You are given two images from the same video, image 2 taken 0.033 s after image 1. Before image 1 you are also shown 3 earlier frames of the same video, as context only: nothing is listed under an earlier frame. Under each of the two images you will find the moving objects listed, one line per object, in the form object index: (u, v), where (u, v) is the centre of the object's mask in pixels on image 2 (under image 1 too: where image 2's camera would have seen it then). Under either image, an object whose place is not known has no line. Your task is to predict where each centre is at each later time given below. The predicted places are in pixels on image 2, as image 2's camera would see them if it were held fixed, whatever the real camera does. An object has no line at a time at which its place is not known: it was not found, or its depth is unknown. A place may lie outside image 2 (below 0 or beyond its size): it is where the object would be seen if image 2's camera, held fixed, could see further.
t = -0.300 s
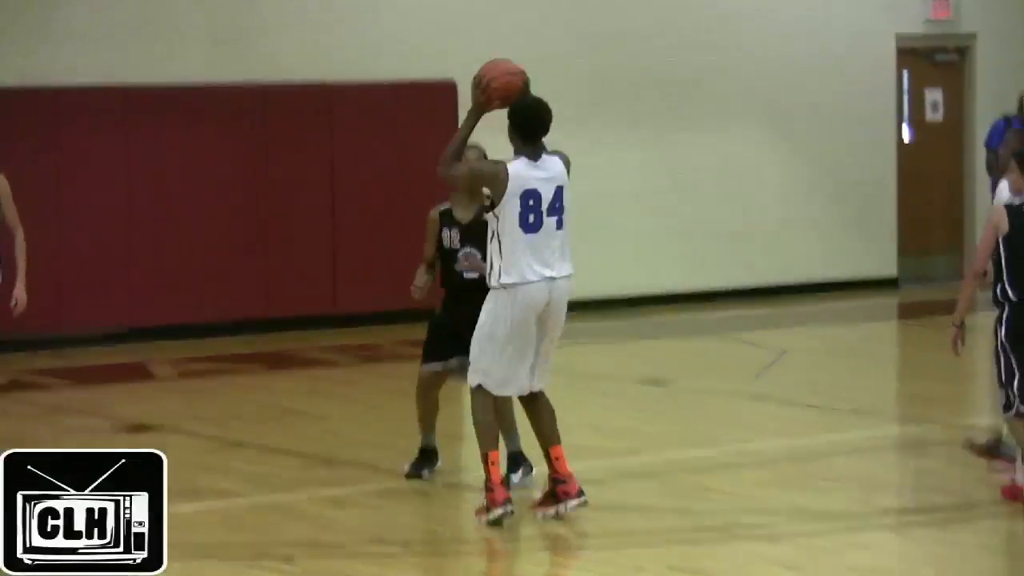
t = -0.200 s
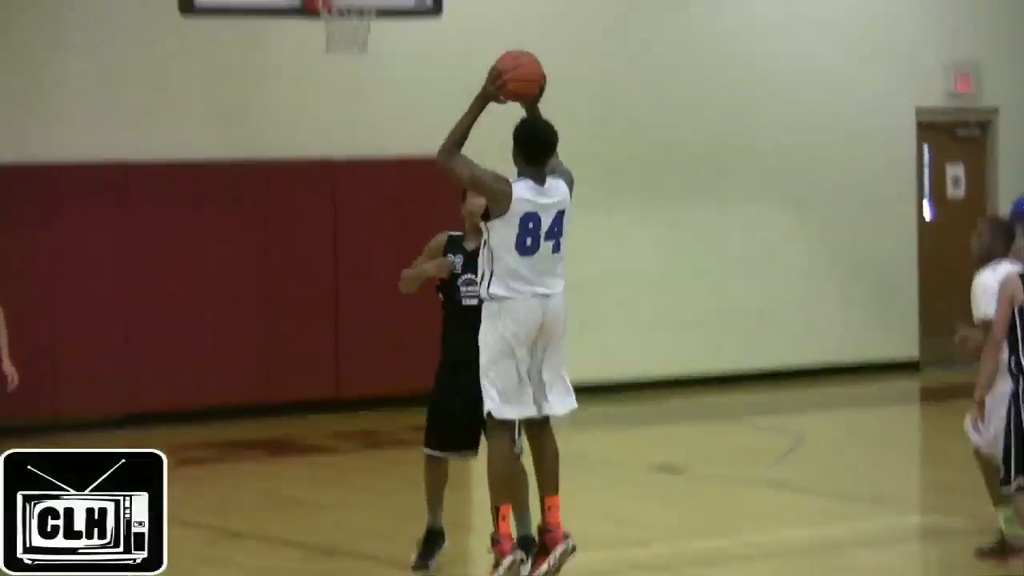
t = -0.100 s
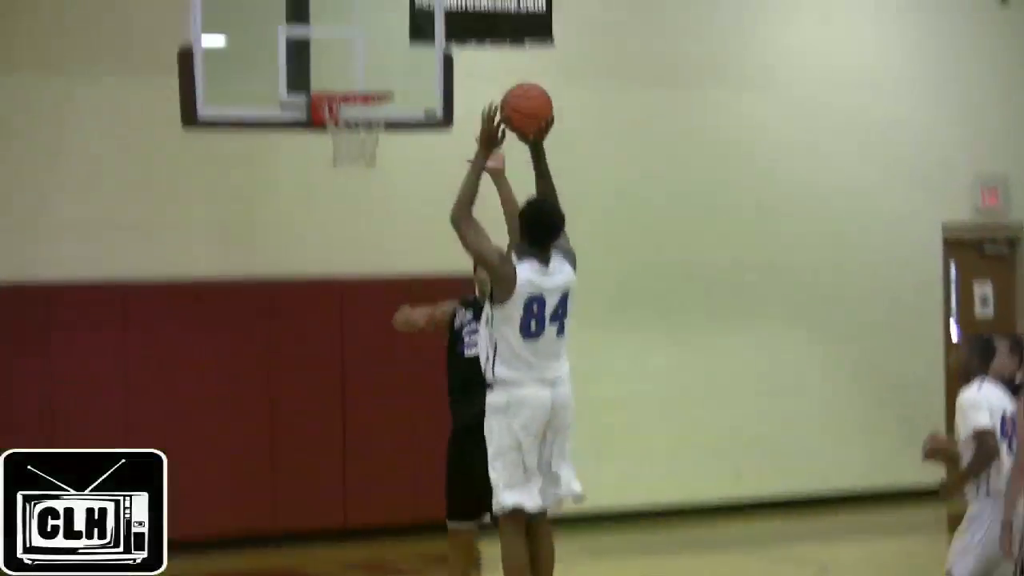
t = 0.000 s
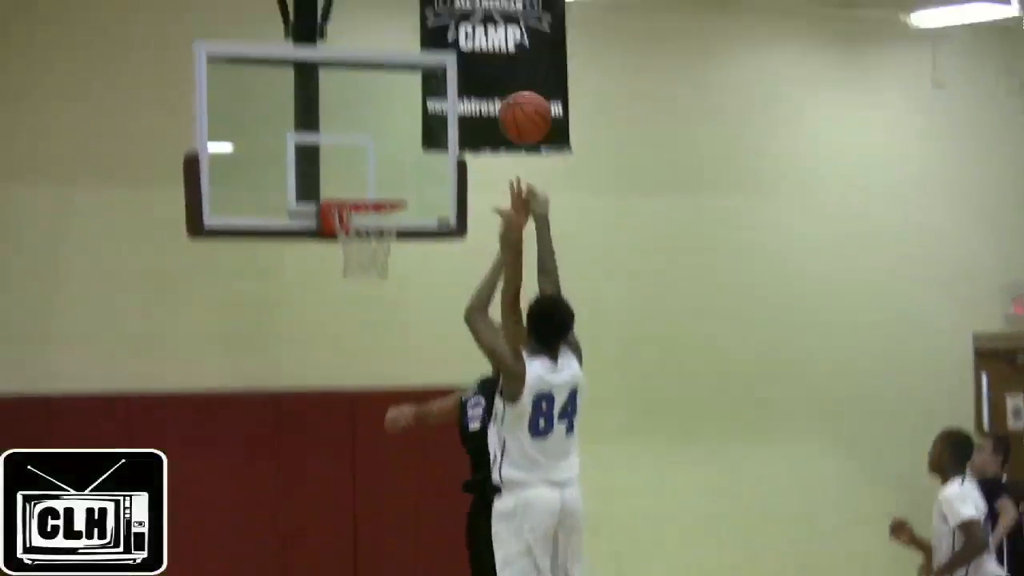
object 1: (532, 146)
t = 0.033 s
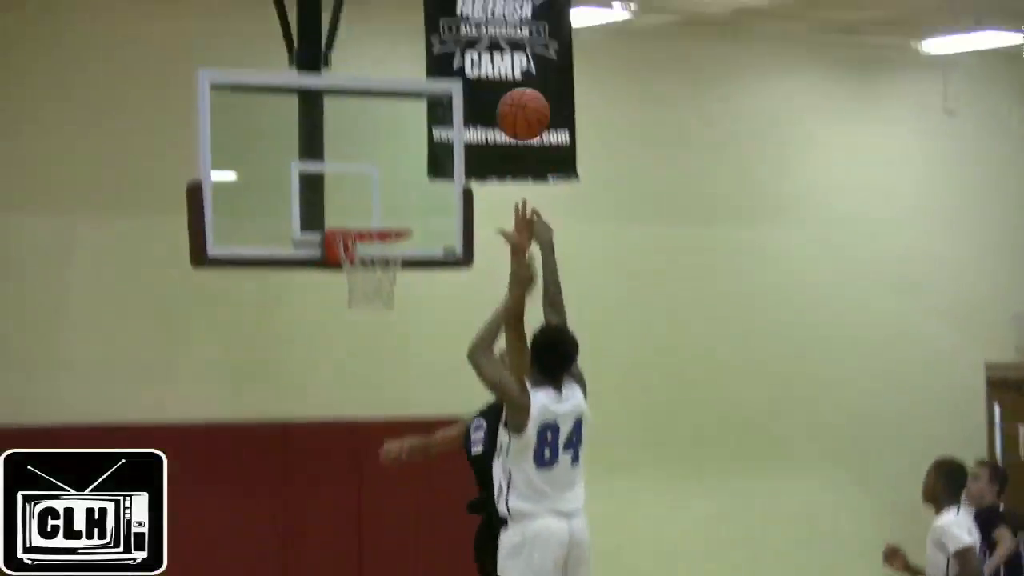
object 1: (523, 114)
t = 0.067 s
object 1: (515, 87)
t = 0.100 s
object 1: (507, 61)
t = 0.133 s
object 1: (500, 37)
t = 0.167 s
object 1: (493, 18)
